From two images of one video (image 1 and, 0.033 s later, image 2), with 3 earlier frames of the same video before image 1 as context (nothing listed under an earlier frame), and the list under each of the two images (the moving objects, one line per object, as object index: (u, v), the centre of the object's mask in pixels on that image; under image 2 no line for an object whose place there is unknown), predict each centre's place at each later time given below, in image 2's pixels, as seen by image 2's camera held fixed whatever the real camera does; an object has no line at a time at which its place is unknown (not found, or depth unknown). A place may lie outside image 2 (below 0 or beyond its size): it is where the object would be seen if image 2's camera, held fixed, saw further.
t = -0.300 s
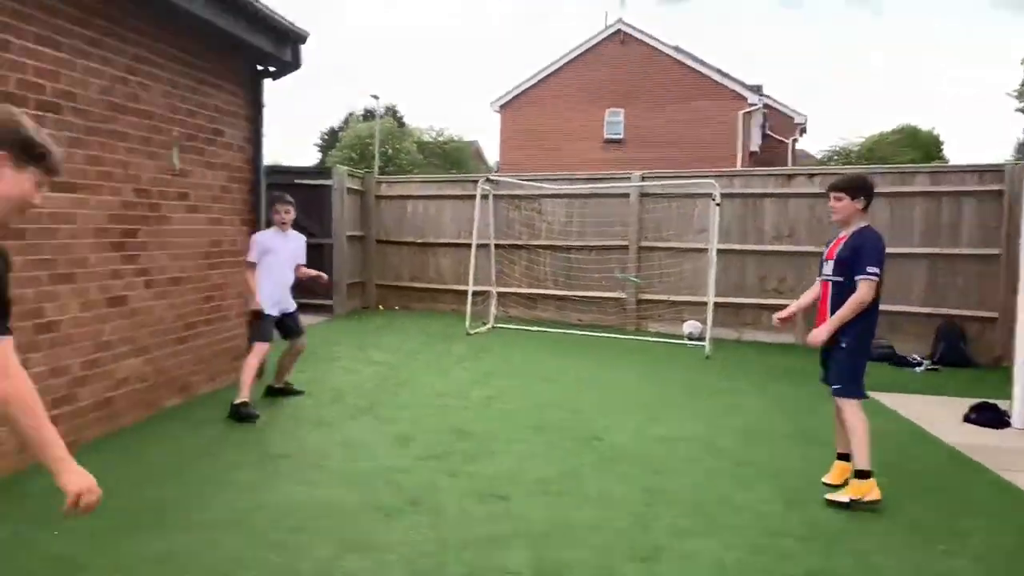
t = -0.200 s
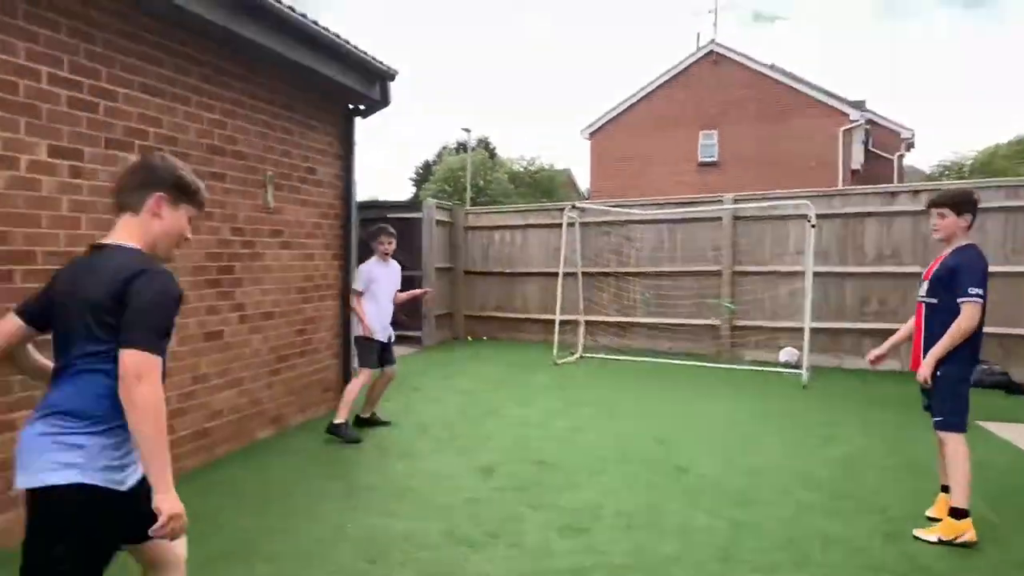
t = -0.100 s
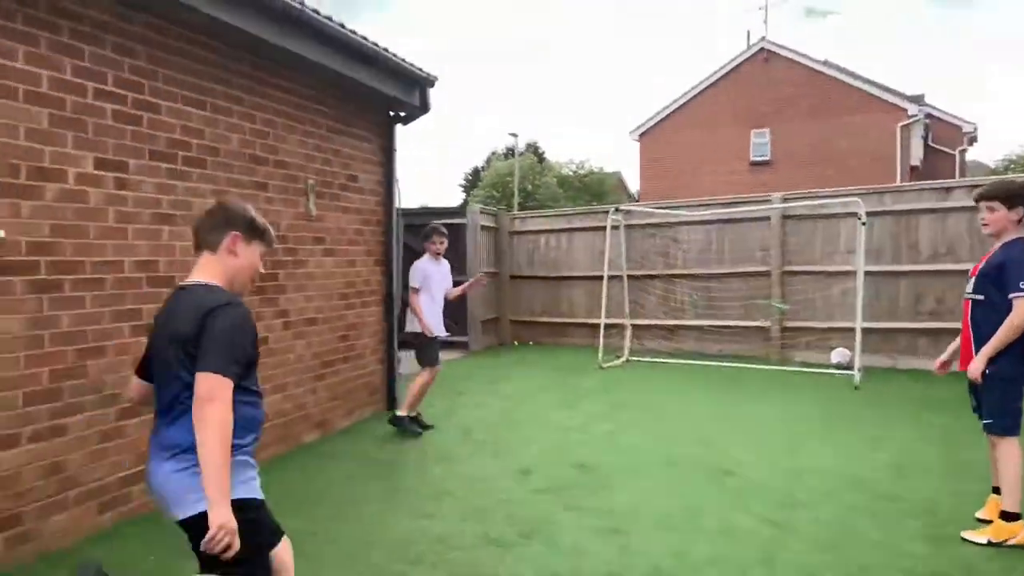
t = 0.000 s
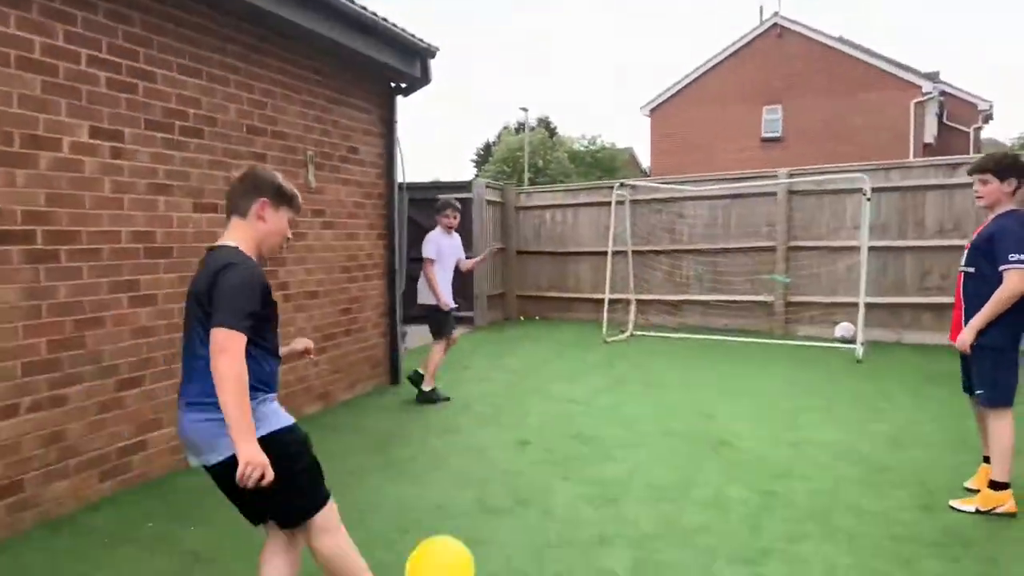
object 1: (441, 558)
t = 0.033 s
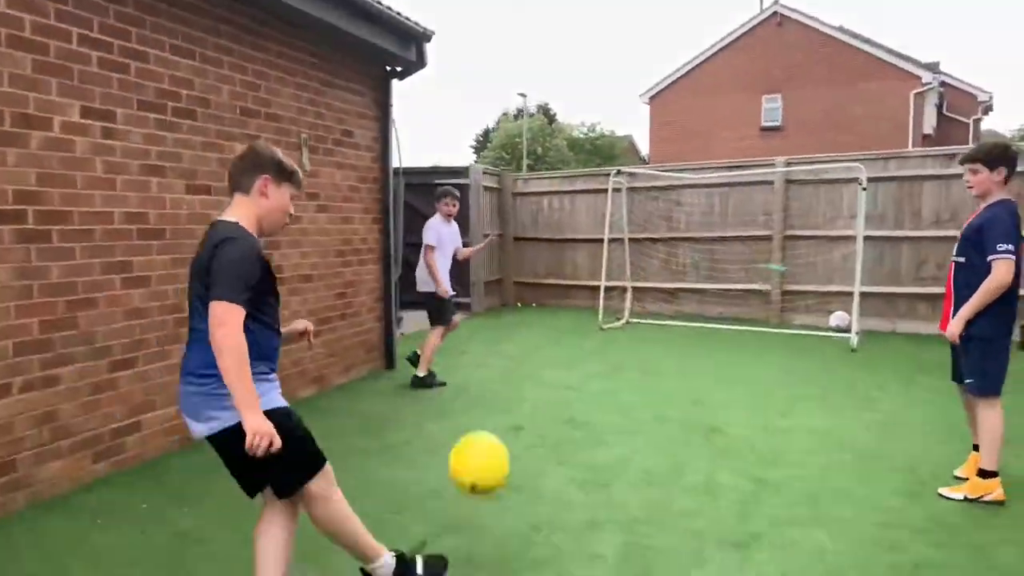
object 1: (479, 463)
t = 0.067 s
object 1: (516, 395)
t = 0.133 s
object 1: (561, 299)
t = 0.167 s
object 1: (580, 269)
